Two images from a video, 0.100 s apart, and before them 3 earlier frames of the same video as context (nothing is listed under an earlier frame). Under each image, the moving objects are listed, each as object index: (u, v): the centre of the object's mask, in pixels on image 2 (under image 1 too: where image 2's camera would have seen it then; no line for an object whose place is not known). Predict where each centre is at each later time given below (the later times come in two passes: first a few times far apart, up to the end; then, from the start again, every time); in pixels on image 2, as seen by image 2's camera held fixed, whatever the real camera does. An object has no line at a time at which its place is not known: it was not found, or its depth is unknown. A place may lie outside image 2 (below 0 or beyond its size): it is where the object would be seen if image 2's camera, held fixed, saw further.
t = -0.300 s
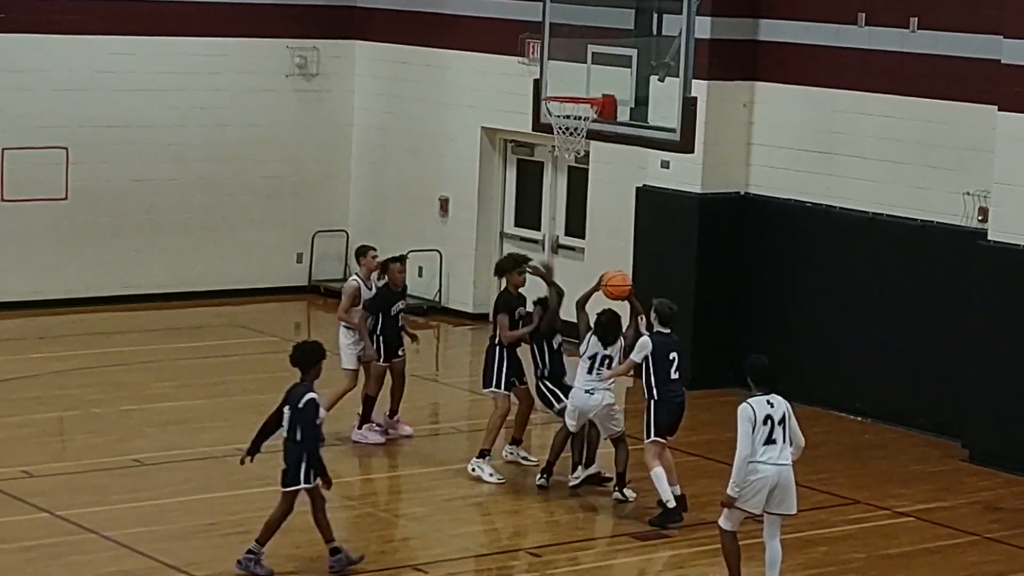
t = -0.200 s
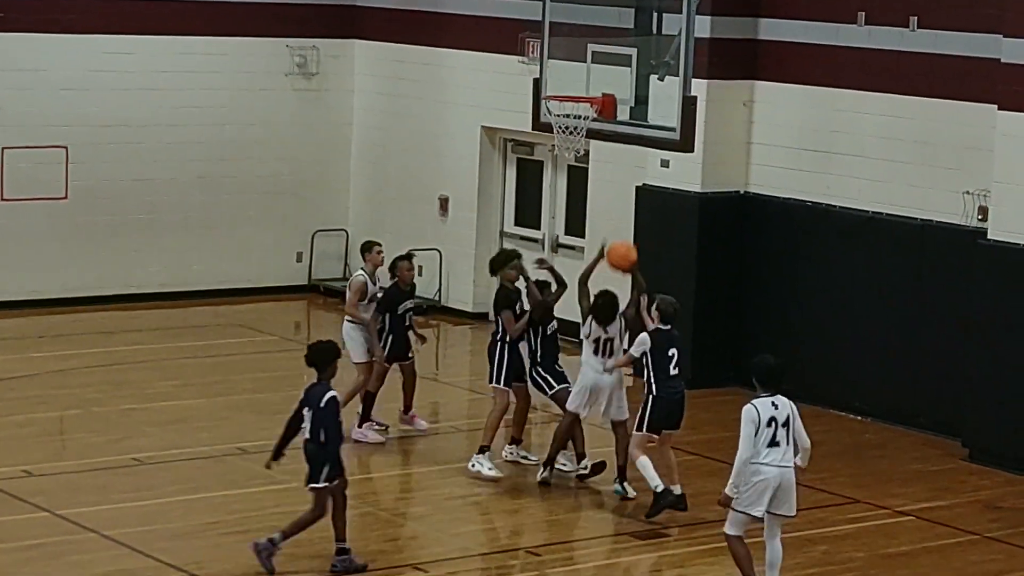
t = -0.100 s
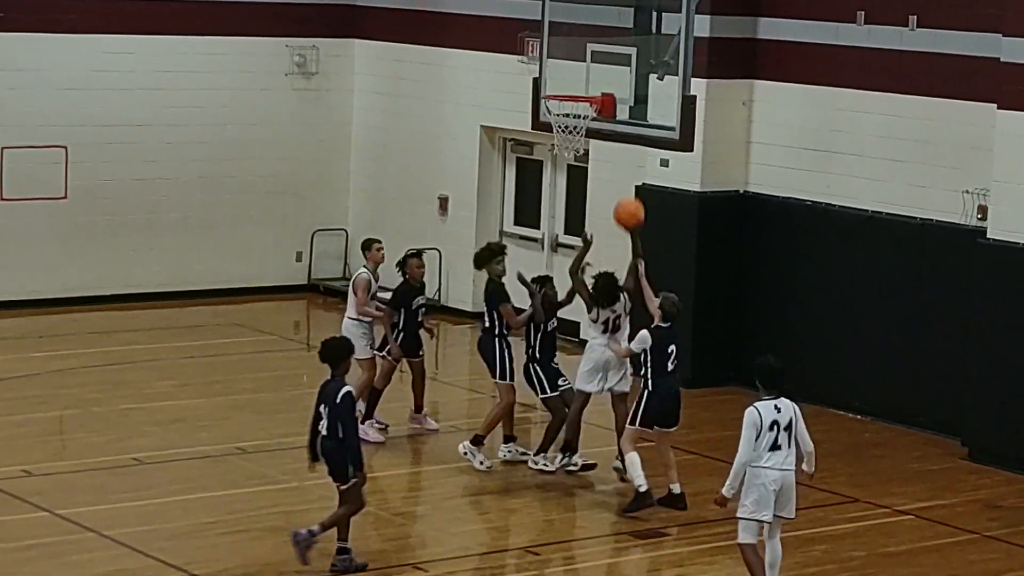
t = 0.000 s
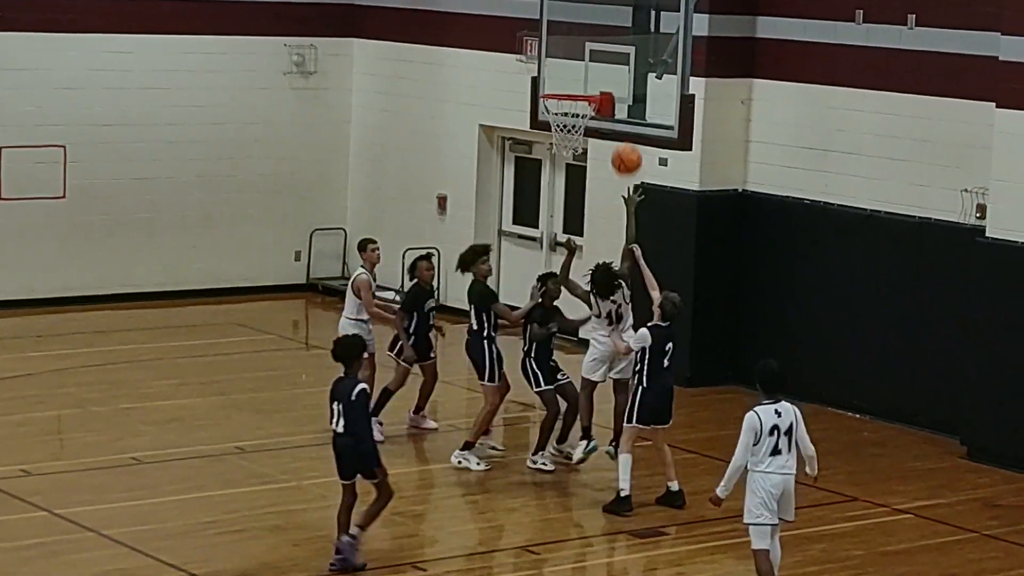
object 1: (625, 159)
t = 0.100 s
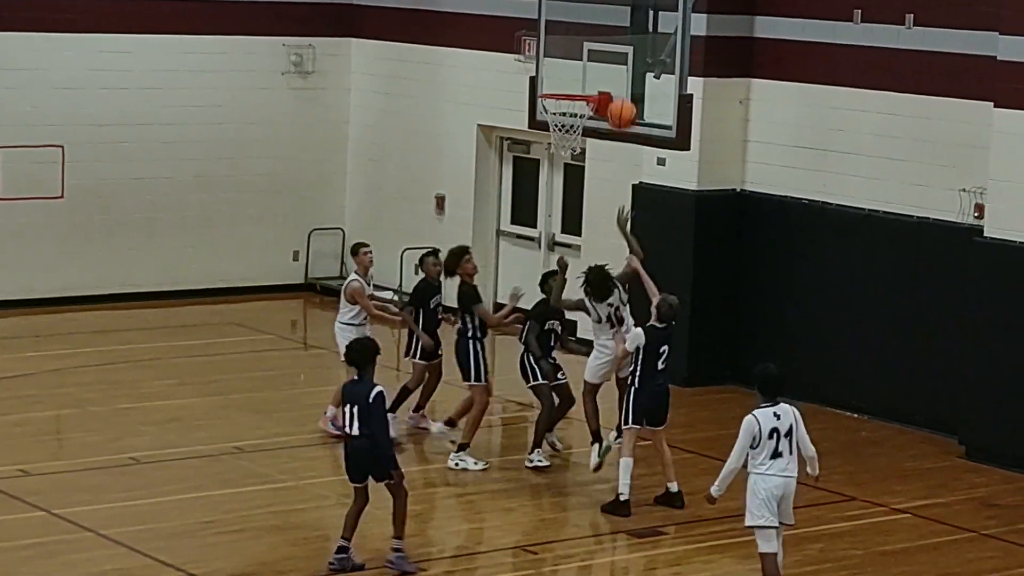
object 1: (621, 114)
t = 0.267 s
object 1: (614, 68)
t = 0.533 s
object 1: (571, 83)
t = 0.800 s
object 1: (543, 140)
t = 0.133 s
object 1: (621, 103)
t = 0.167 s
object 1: (619, 92)
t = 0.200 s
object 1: (617, 83)
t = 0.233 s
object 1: (615, 75)
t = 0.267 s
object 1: (614, 68)
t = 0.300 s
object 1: (613, 64)
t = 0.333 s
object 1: (609, 63)
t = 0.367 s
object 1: (603, 63)
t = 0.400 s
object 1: (597, 64)
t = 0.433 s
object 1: (590, 67)
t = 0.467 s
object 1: (584, 71)
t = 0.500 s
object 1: (577, 77)
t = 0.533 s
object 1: (571, 83)
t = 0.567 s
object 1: (564, 91)
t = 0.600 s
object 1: (558, 102)
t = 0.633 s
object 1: (551, 111)
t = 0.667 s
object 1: (546, 118)
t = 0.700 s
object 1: (544, 122)
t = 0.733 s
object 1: (543, 125)
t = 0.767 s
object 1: (544, 133)
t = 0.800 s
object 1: (543, 140)
